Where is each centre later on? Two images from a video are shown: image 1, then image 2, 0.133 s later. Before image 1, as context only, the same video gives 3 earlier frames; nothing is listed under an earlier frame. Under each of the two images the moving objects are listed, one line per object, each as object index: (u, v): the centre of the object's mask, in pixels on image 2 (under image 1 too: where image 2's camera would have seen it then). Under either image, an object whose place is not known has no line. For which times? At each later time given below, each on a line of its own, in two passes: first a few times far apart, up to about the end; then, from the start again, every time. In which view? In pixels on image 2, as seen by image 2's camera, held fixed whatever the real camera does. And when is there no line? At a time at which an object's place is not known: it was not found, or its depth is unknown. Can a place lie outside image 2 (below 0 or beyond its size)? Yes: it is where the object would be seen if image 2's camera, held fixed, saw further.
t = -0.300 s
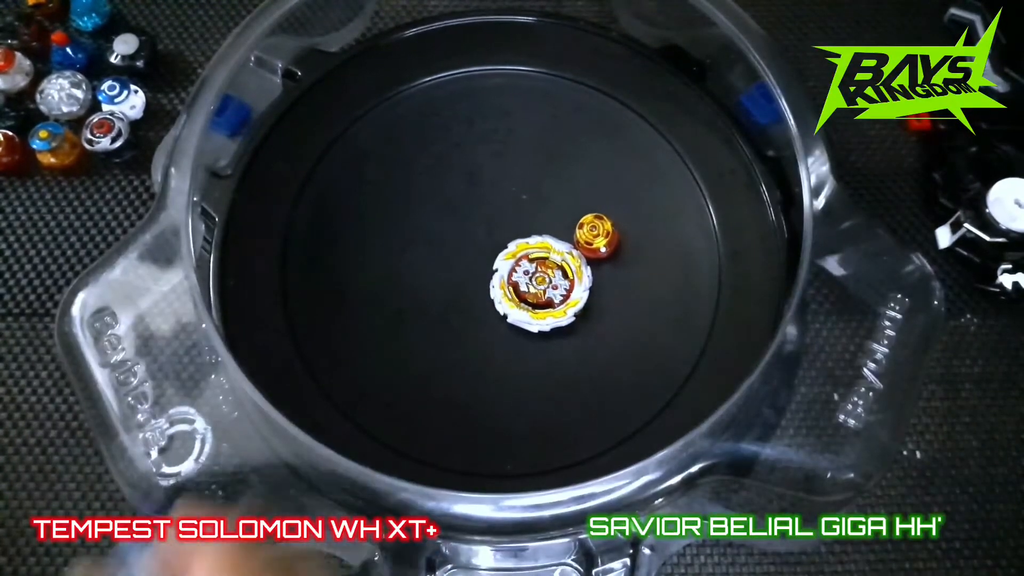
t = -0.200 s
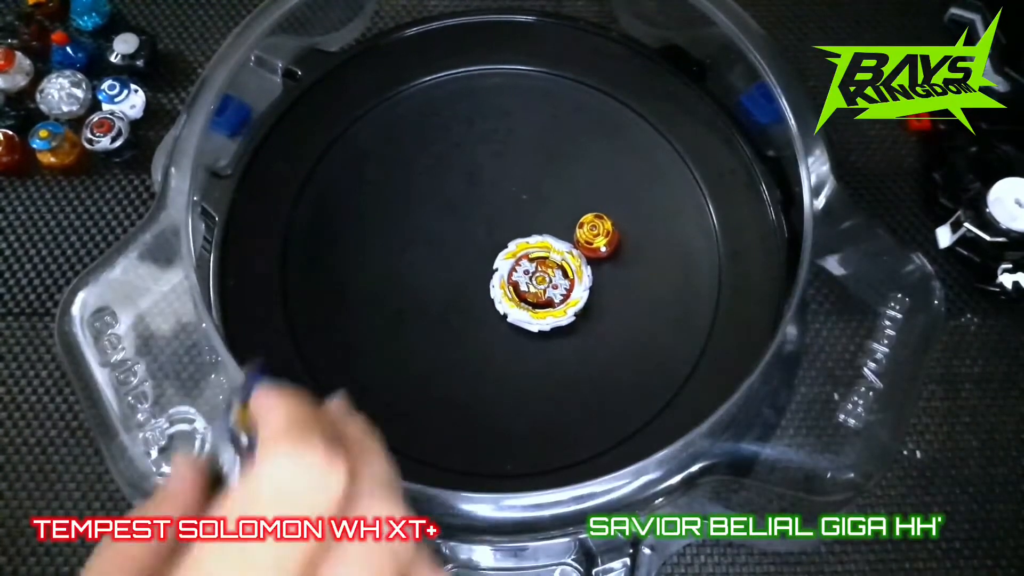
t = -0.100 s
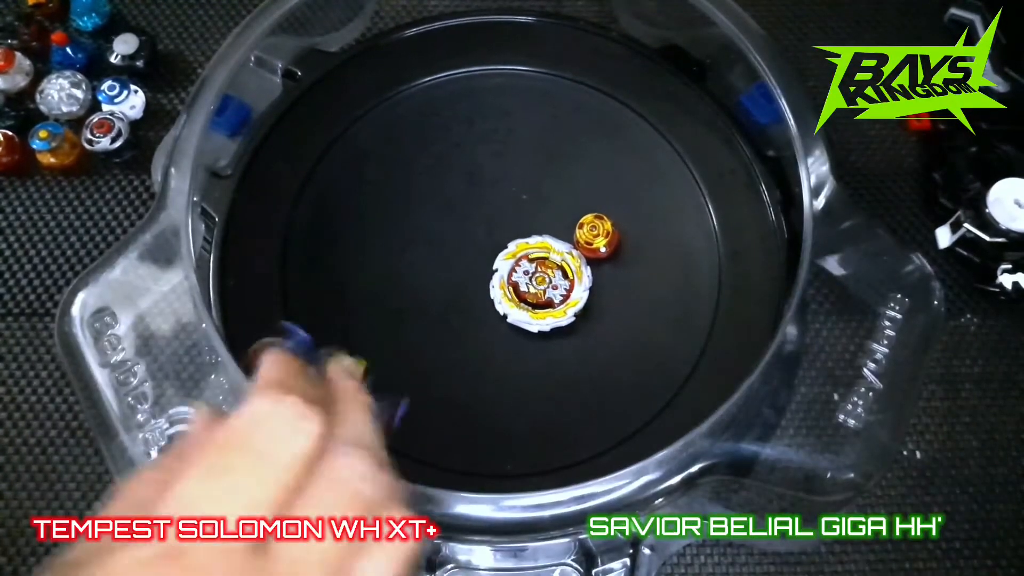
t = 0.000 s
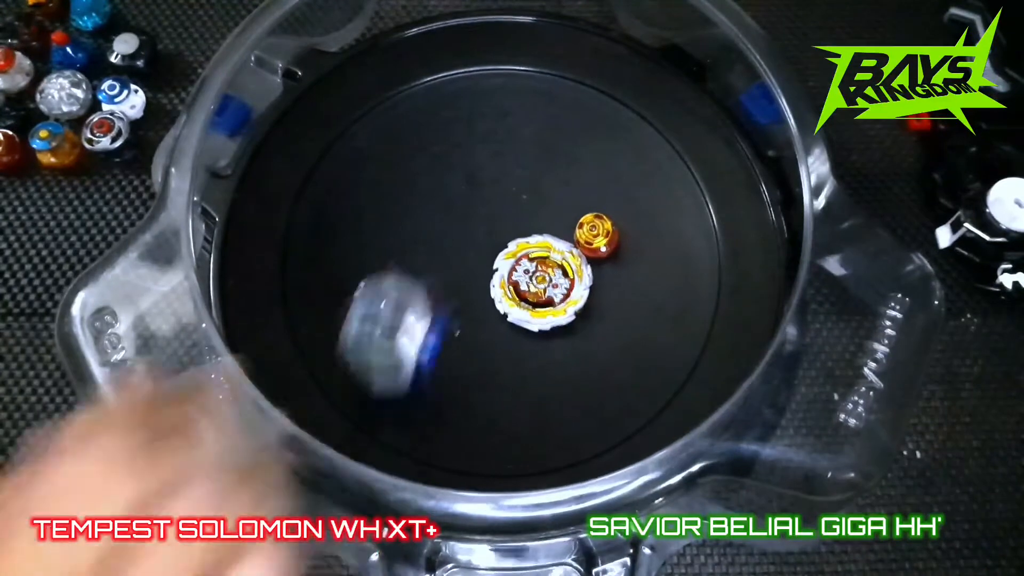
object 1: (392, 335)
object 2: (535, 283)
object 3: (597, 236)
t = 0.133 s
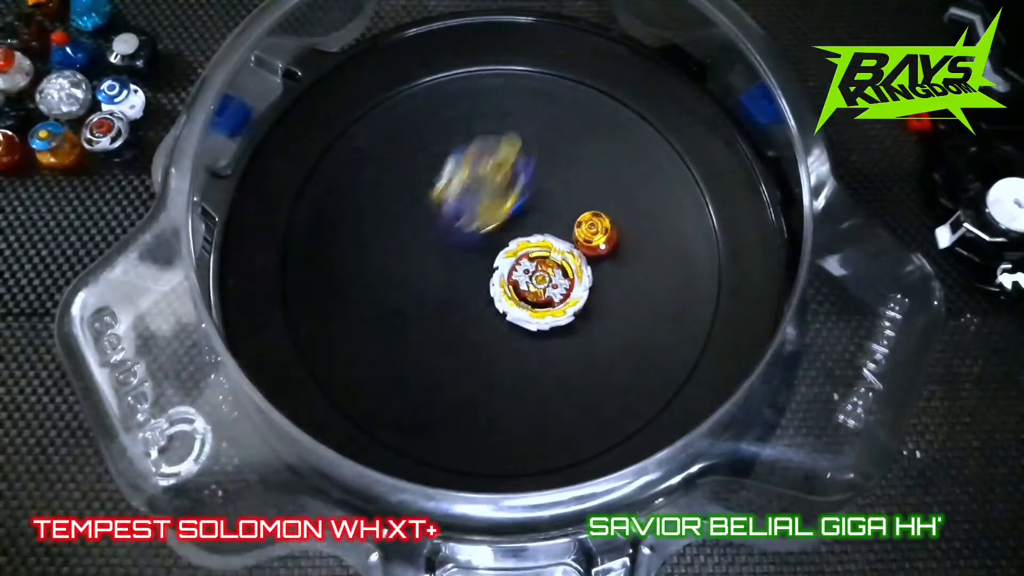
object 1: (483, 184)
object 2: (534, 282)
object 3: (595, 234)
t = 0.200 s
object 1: (517, 117)
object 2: (534, 282)
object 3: (594, 232)
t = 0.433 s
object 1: (583, 70)
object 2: (534, 282)
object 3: (589, 228)
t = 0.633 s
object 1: (559, 183)
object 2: (533, 288)
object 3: (602, 244)
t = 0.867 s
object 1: (495, 264)
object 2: (513, 352)
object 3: (604, 288)
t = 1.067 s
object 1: (483, 263)
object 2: (512, 352)
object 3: (559, 281)
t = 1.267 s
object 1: (483, 264)
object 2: (512, 352)
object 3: (555, 281)
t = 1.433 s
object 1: (483, 264)
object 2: (513, 352)
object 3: (555, 281)
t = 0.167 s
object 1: (499, 154)
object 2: (534, 282)
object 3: (595, 234)
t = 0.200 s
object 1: (517, 117)
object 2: (534, 282)
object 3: (594, 232)
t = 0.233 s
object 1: (532, 85)
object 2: (535, 282)
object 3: (593, 231)
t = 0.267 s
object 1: (550, 67)
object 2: (534, 282)
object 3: (591, 229)
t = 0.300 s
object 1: (559, 65)
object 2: (534, 282)
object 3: (590, 229)
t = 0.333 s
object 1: (565, 65)
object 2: (534, 282)
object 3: (589, 228)
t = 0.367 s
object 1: (573, 61)
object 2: (534, 282)
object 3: (589, 228)
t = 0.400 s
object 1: (582, 65)
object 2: (534, 282)
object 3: (589, 228)
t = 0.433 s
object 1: (583, 70)
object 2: (534, 282)
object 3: (589, 228)
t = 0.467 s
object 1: (586, 79)
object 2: (534, 282)
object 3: (589, 228)
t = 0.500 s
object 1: (586, 97)
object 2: (534, 282)
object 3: (589, 228)
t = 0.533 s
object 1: (583, 116)
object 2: (534, 282)
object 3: (589, 228)
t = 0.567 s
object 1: (578, 139)
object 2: (534, 282)
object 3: (589, 228)
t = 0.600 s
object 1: (571, 162)
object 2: (534, 282)
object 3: (589, 230)
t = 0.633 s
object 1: (559, 183)
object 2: (533, 288)
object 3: (602, 244)
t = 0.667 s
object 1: (551, 202)
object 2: (528, 306)
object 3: (614, 255)
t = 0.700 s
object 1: (541, 216)
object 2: (524, 322)
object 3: (622, 266)
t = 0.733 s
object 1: (531, 229)
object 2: (519, 334)
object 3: (626, 276)
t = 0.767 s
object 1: (522, 242)
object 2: (516, 340)
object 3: (624, 282)
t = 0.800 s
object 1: (512, 251)
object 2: (514, 345)
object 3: (618, 285)
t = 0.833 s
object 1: (503, 259)
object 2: (513, 350)
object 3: (611, 287)
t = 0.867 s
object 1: (495, 264)
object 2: (513, 352)
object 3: (604, 288)
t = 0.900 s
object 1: (489, 265)
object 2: (512, 352)
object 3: (596, 288)
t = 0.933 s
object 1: (485, 264)
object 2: (512, 352)
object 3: (588, 287)
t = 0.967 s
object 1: (484, 264)
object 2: (512, 352)
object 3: (580, 285)
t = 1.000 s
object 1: (483, 263)
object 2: (512, 352)
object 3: (573, 284)
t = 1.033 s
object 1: (483, 263)
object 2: (512, 352)
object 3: (565, 282)
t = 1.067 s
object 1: (483, 263)
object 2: (512, 352)
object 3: (559, 281)
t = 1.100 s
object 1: (483, 263)
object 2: (512, 352)
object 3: (555, 281)
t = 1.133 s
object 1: (483, 263)
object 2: (512, 352)
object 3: (555, 281)
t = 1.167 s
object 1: (483, 263)
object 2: (512, 352)
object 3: (555, 281)
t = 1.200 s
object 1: (483, 263)
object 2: (512, 352)
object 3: (555, 281)
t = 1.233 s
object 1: (483, 263)
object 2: (512, 352)
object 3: (555, 281)
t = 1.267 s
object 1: (483, 264)
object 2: (512, 352)
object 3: (555, 281)
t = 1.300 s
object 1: (483, 264)
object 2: (512, 352)
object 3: (555, 281)
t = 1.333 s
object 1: (483, 264)
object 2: (512, 353)
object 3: (555, 281)
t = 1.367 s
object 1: (483, 264)
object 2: (512, 352)
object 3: (555, 281)
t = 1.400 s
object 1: (483, 264)
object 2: (512, 352)
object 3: (555, 281)
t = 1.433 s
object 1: (483, 264)
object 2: (513, 352)
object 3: (555, 281)
